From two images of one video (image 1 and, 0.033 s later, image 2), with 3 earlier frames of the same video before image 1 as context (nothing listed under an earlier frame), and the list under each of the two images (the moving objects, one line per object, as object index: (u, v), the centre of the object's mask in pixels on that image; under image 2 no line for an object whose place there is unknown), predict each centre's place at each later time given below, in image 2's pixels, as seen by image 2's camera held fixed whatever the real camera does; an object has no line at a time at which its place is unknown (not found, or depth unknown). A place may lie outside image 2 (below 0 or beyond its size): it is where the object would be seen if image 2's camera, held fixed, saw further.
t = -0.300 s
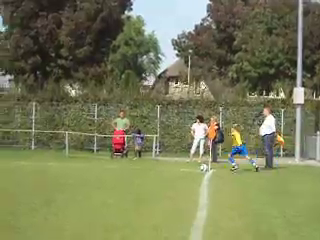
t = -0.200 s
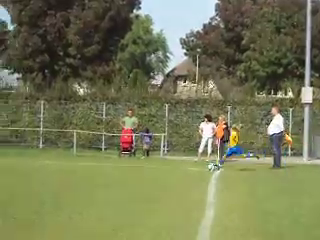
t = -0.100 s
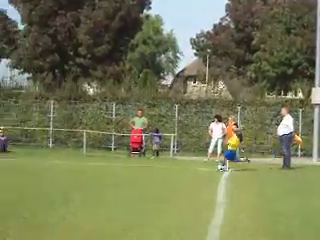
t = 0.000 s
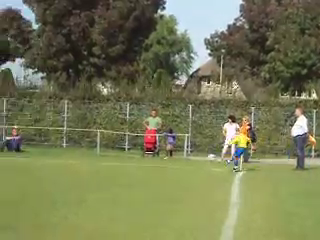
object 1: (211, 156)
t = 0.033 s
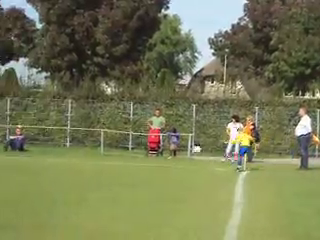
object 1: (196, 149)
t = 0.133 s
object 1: (143, 129)
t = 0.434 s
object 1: (-9, 91)
